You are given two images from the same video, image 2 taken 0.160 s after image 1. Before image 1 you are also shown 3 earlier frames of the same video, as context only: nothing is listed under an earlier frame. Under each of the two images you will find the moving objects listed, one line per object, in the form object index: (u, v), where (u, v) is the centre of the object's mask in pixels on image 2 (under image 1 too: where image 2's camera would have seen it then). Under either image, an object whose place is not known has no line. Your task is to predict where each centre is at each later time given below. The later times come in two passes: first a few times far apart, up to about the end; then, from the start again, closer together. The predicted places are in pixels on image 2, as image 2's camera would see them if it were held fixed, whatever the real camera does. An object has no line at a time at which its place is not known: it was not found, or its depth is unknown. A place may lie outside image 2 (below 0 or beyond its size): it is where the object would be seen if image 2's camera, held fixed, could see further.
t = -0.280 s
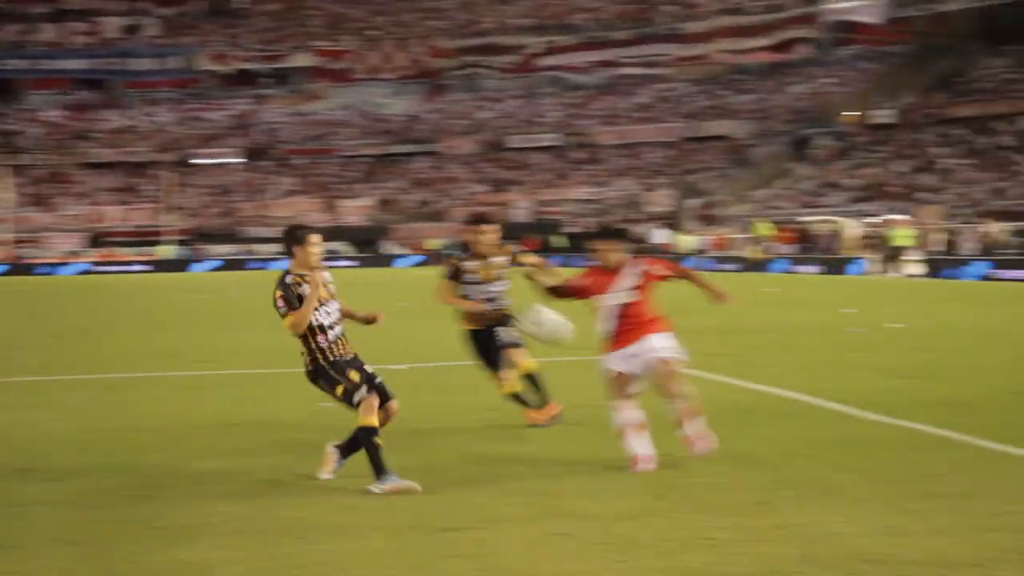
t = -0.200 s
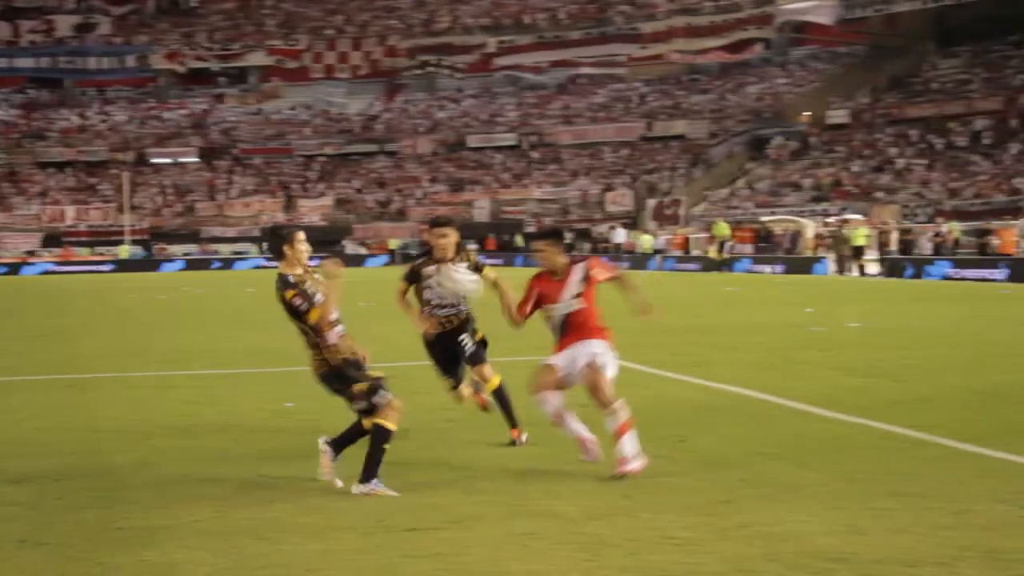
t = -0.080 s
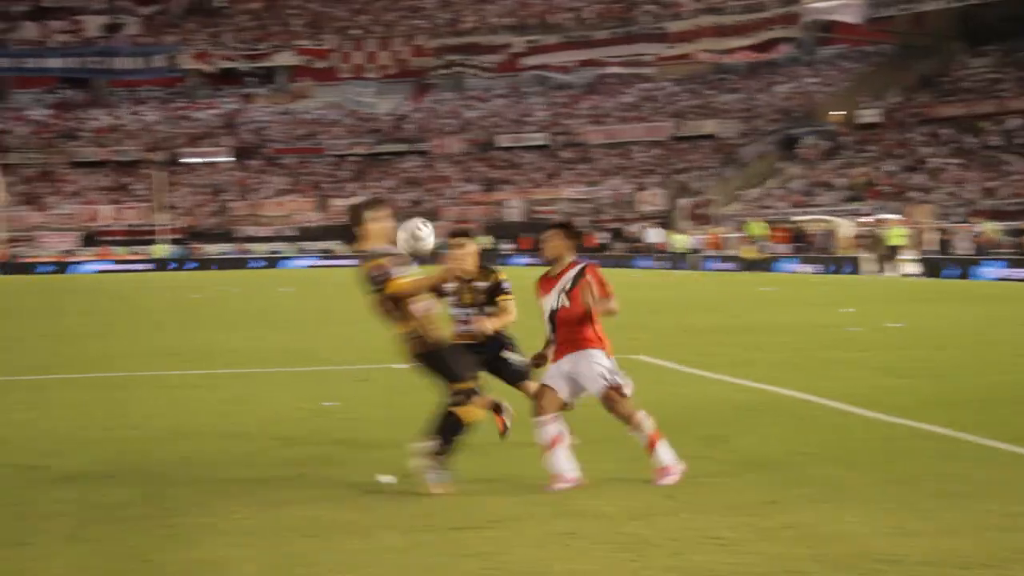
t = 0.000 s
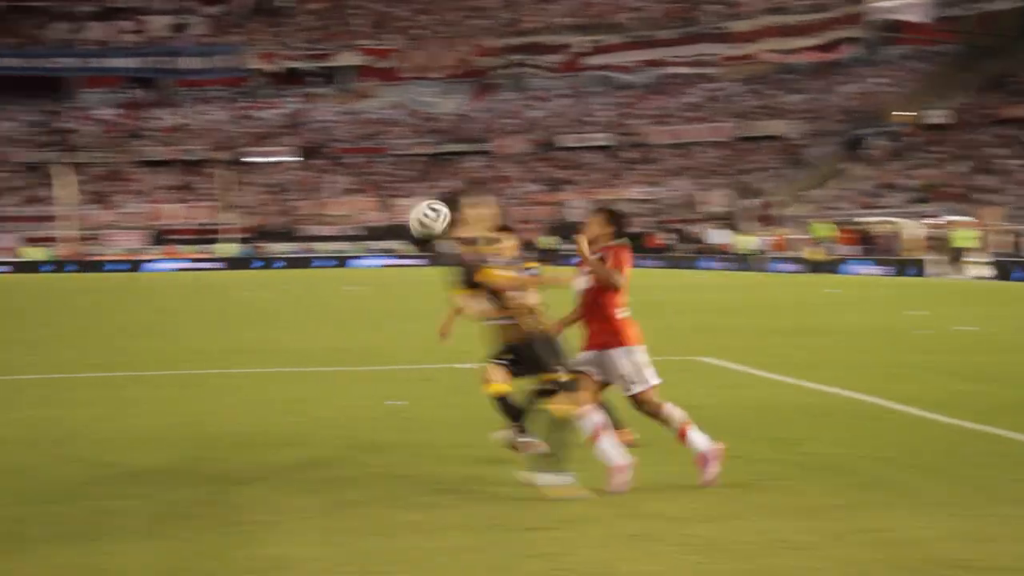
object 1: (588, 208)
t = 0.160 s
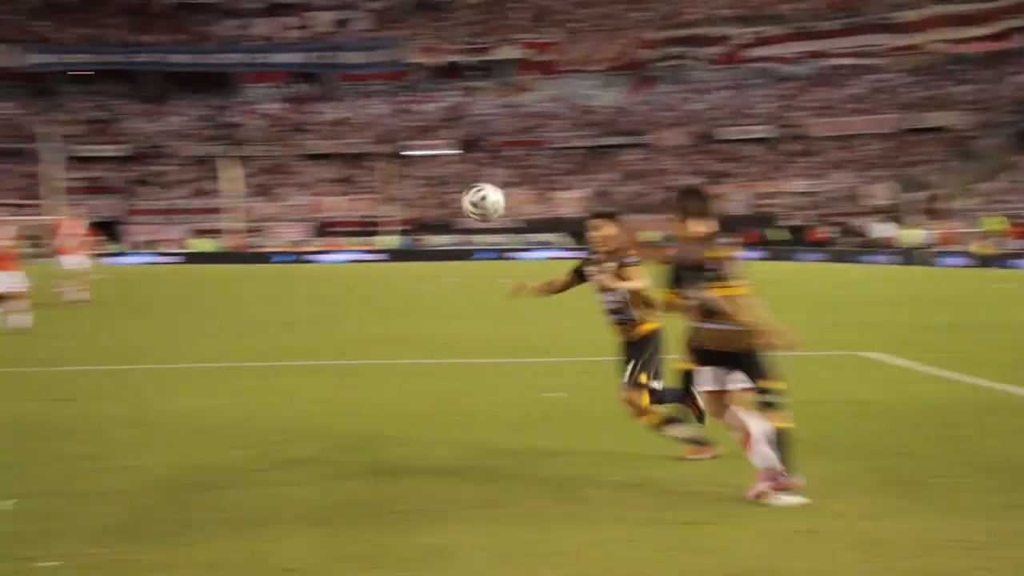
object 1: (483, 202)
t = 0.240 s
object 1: (431, 214)
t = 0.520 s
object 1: (241, 343)
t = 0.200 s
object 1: (458, 207)
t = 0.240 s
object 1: (431, 214)
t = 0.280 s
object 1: (405, 223)
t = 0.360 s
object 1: (352, 250)
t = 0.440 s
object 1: (297, 290)
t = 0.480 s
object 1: (269, 315)
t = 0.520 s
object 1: (241, 343)
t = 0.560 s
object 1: (213, 374)
